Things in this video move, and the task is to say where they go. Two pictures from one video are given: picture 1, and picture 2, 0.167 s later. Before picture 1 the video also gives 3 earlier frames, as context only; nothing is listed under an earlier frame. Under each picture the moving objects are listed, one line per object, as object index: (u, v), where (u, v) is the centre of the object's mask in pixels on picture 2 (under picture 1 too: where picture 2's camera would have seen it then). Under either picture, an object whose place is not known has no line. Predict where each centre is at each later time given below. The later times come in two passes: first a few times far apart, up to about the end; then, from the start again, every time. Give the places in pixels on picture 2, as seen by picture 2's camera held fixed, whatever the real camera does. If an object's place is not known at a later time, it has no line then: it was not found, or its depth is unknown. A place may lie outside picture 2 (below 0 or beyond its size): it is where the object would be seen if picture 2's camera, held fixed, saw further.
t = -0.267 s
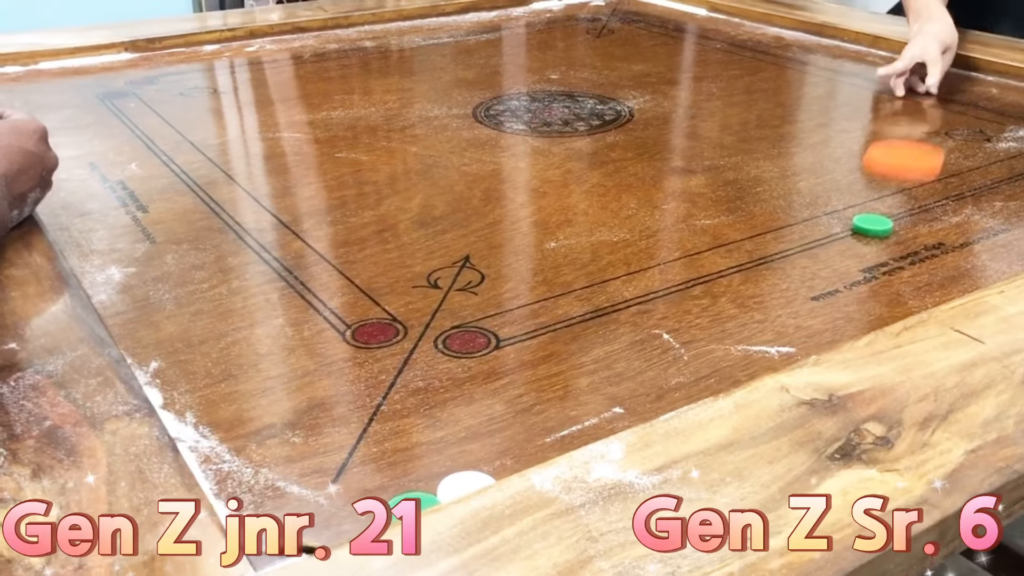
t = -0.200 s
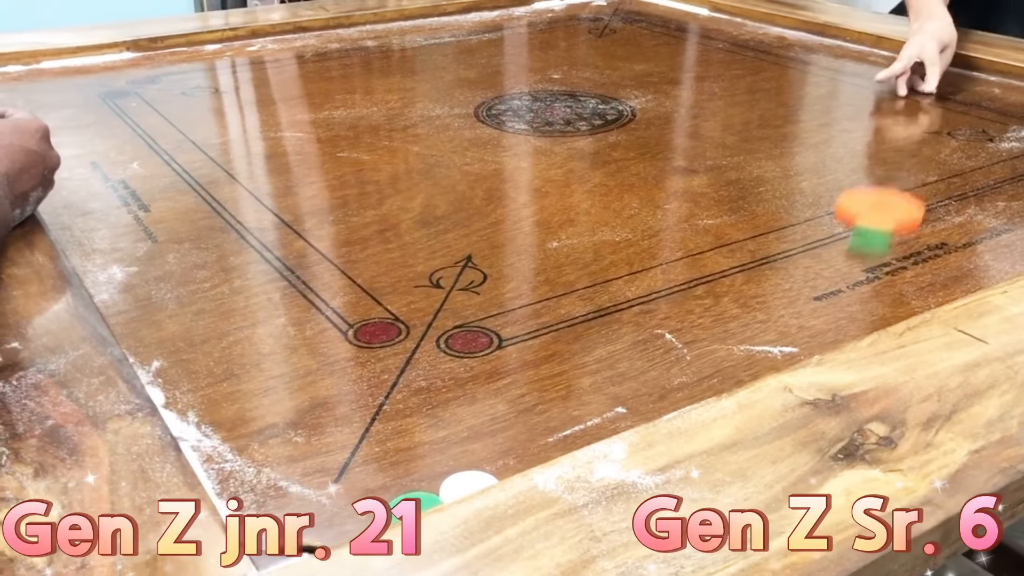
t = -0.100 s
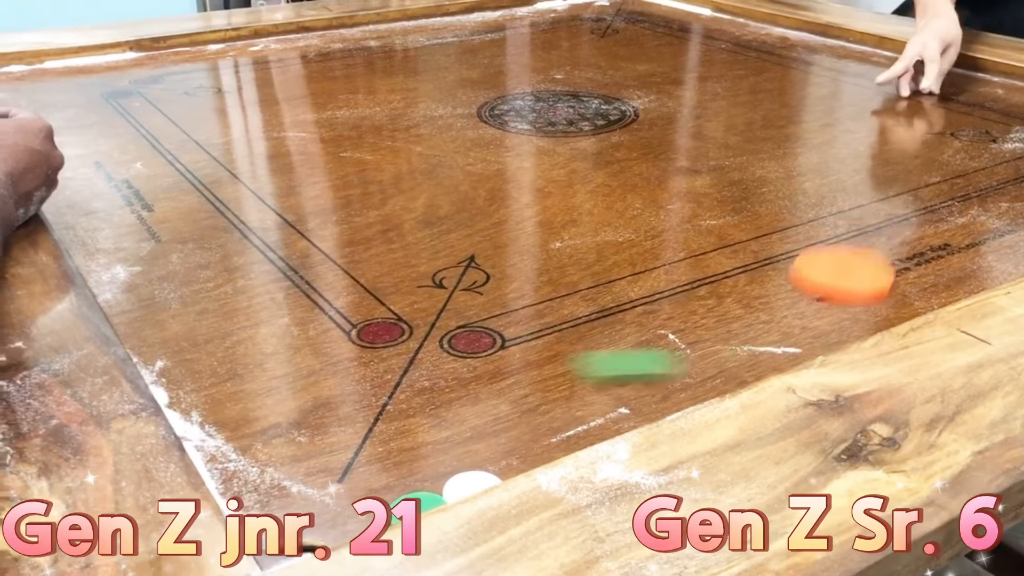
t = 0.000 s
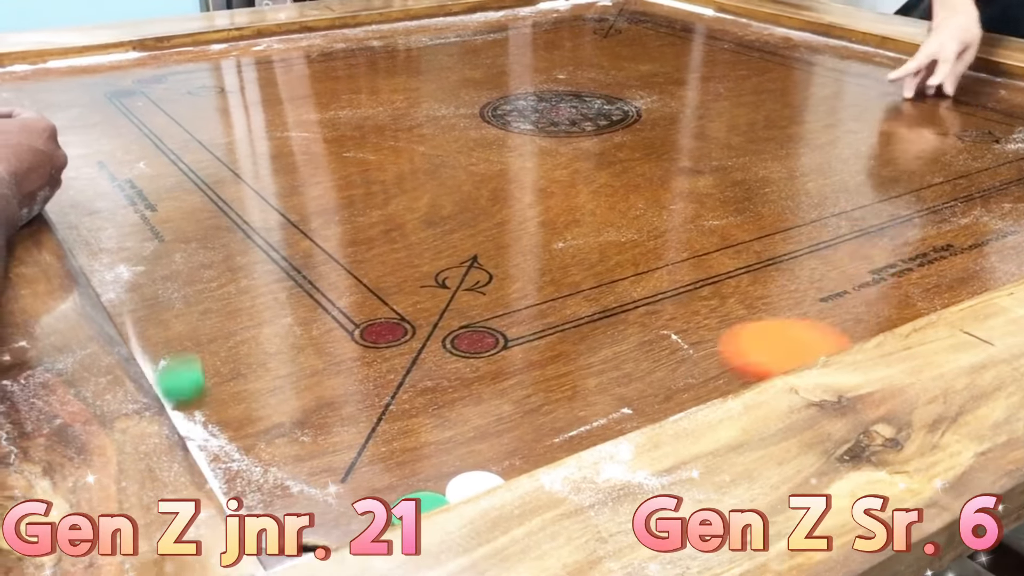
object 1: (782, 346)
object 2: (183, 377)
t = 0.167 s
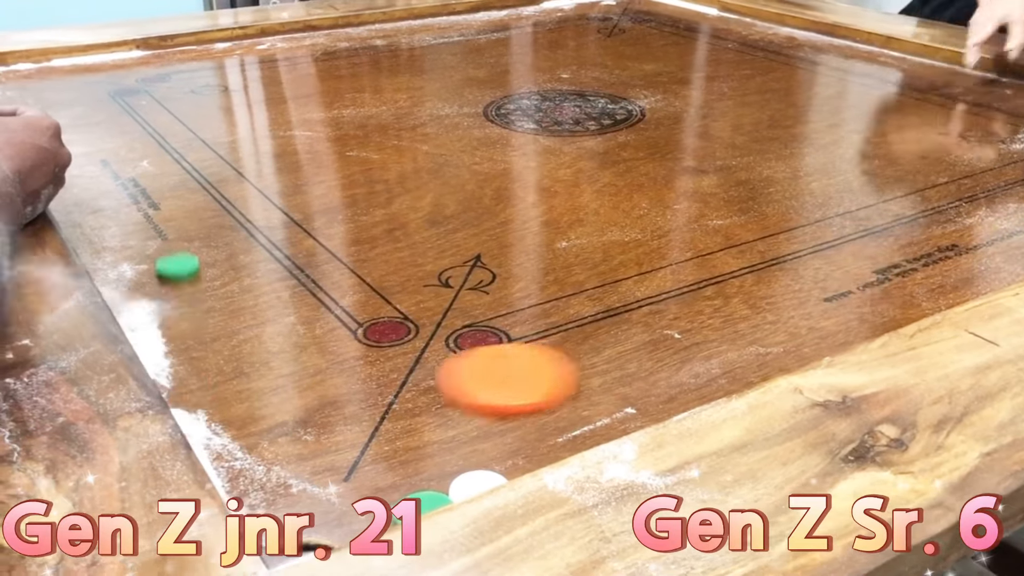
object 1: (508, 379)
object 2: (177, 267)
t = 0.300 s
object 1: (289, 401)
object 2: (173, 209)
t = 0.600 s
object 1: (219, 361)
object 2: (157, 134)
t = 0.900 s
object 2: (141, 98)
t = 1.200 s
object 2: (130, 83)
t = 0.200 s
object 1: (452, 384)
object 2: (176, 250)
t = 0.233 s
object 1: (397, 389)
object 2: (176, 235)
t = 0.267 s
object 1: (343, 395)
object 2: (174, 222)
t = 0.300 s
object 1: (289, 401)
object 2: (173, 209)
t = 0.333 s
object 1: (241, 404)
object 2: (172, 197)
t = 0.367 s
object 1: (232, 400)
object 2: (170, 187)
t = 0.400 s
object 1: (229, 391)
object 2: (168, 177)
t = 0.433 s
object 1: (226, 384)
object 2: (167, 169)
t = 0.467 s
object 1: (224, 378)
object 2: (165, 160)
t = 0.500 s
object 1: (222, 373)
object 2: (163, 153)
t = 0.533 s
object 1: (221, 368)
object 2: (161, 146)
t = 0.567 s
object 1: (219, 364)
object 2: (159, 140)
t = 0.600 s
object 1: (219, 361)
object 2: (157, 134)
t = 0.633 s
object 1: (218, 358)
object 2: (155, 129)
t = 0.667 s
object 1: (217, 355)
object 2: (153, 124)
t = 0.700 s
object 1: (216, 354)
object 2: (151, 119)
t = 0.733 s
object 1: (216, 352)
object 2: (149, 115)
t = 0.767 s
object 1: (215, 351)
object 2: (147, 111)
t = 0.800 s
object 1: (214, 350)
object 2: (145, 107)
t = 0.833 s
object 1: (213, 350)
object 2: (144, 104)
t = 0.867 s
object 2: (142, 101)
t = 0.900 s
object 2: (141, 98)
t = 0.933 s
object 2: (140, 96)
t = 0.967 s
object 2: (138, 93)
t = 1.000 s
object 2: (136, 91)
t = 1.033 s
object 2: (135, 90)
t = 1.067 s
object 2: (134, 88)
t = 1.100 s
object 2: (133, 87)
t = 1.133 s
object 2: (132, 85)
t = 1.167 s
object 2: (131, 84)
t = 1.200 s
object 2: (130, 83)
